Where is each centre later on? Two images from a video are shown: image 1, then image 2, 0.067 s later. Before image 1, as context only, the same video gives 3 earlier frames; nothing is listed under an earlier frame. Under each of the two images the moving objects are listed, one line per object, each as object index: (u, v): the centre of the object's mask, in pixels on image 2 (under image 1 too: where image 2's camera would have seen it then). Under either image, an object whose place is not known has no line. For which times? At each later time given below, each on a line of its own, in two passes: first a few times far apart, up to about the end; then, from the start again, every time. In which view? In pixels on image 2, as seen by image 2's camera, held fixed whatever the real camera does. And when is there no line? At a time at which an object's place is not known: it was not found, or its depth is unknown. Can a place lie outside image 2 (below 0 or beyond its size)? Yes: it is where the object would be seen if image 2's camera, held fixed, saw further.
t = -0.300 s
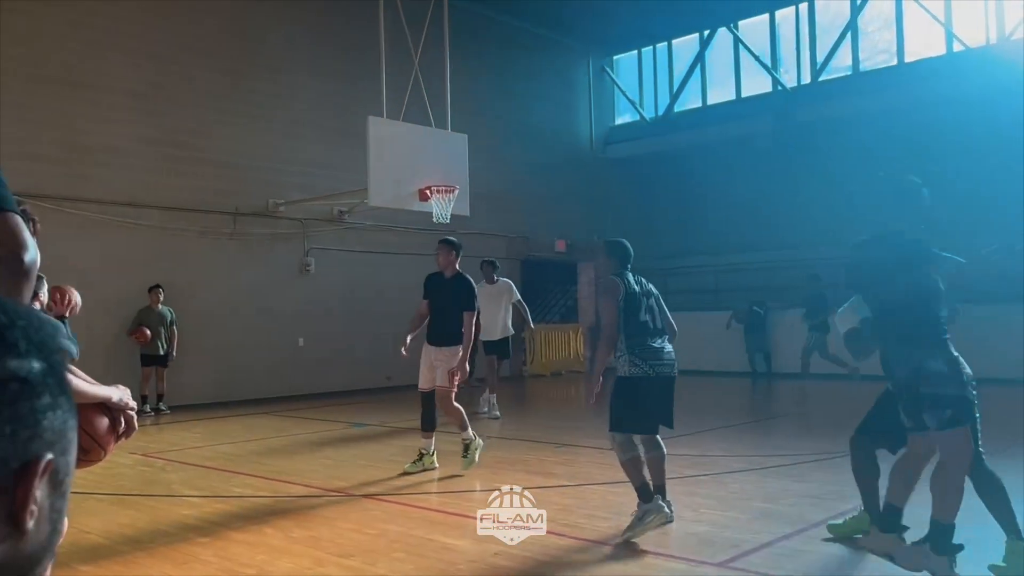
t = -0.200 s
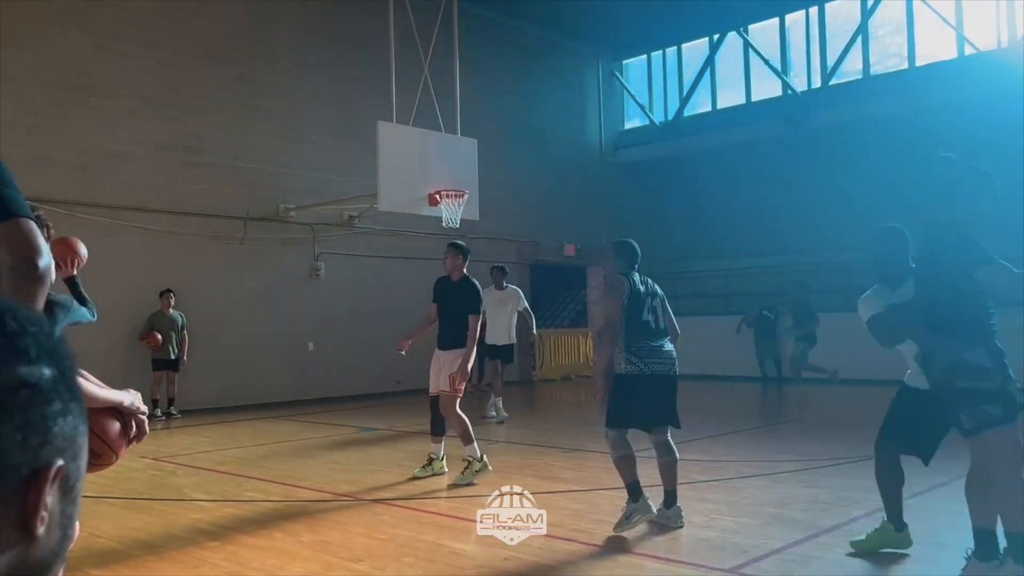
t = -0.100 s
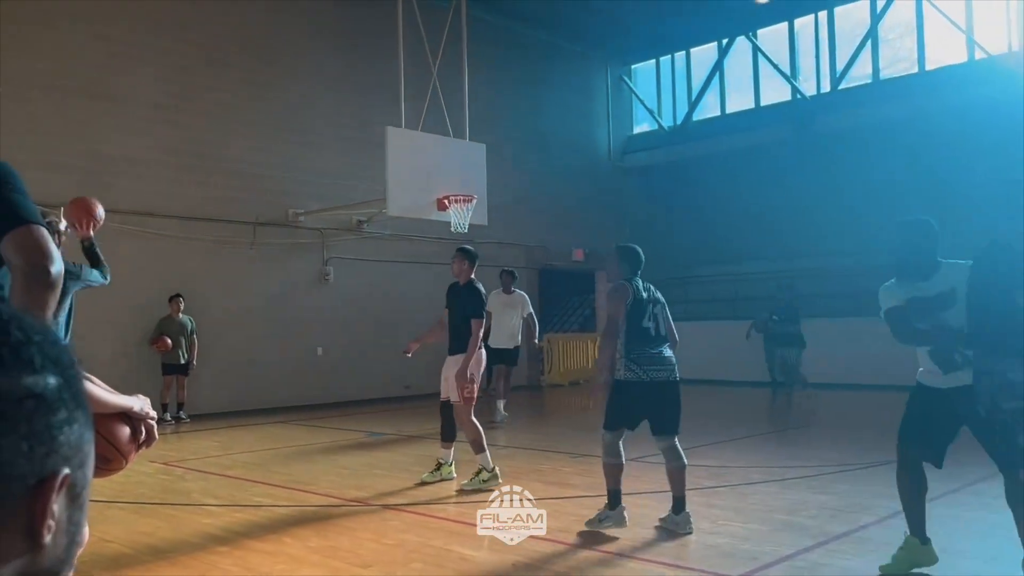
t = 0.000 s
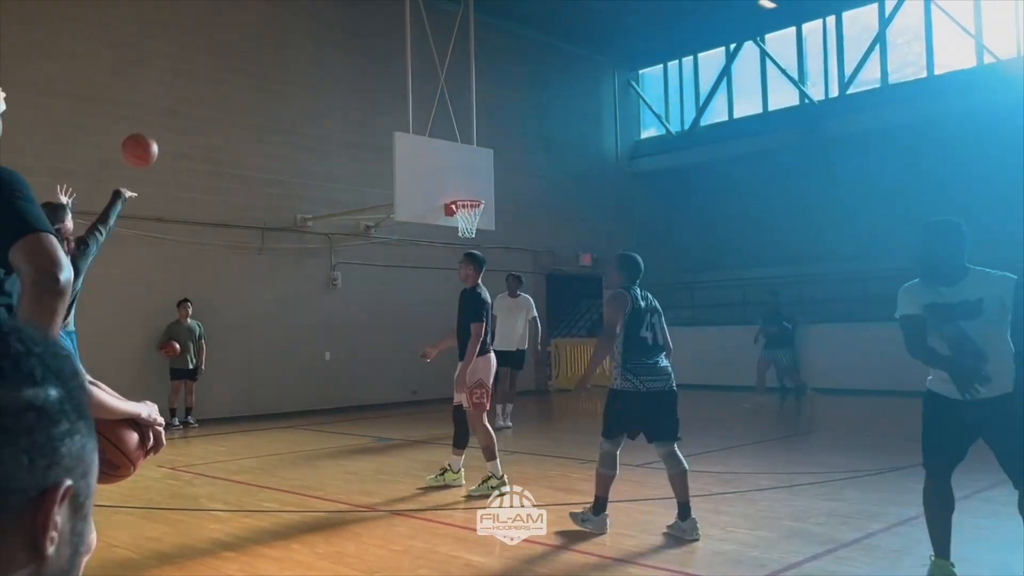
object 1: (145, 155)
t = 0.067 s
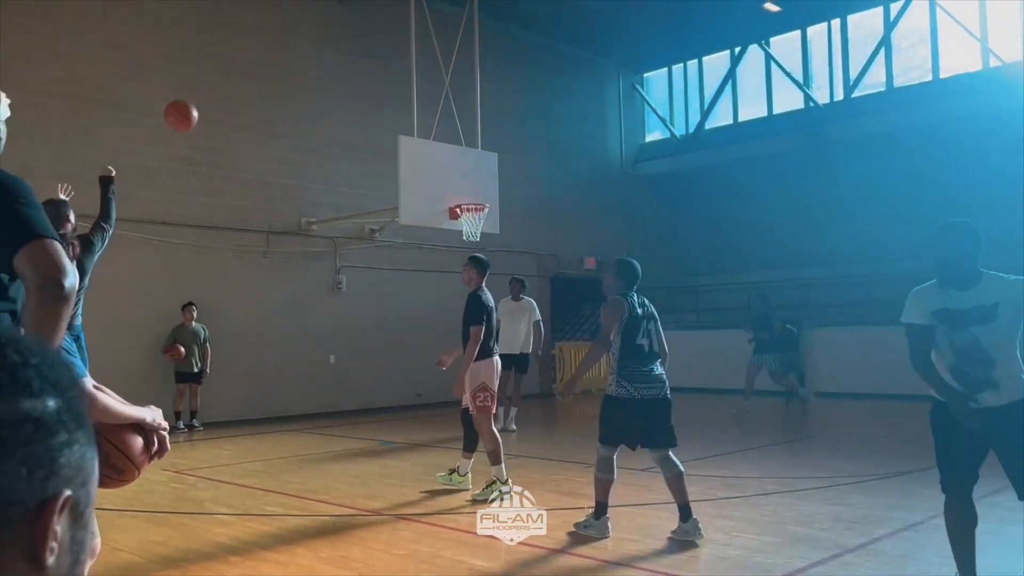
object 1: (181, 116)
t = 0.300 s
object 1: (278, 47)
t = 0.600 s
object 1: (364, 55)
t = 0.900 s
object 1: (427, 125)
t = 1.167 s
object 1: (476, 203)
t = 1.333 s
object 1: (491, 190)
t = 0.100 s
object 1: (197, 100)
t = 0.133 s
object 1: (213, 86)
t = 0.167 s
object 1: (227, 75)
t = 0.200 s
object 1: (241, 66)
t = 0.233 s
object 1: (254, 58)
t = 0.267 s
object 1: (266, 52)
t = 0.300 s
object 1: (278, 47)
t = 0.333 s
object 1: (290, 43)
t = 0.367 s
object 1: (301, 41)
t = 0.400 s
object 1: (311, 41)
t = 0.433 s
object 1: (321, 40)
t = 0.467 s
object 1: (330, 41)
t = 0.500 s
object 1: (339, 43)
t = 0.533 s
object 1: (348, 46)
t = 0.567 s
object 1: (357, 50)
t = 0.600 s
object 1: (364, 55)
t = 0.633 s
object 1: (372, 60)
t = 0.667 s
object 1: (380, 66)
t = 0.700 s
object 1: (388, 72)
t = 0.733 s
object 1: (395, 80)
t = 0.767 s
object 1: (401, 88)
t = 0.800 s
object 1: (408, 96)
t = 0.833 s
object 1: (415, 105)
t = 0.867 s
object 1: (421, 115)
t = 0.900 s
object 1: (427, 125)
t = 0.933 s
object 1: (433, 136)
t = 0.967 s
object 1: (438, 147)
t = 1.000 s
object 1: (444, 158)
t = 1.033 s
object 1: (449, 171)
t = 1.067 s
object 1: (454, 183)
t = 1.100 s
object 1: (459, 196)
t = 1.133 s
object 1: (466, 201)
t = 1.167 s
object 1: (476, 203)
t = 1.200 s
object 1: (480, 200)
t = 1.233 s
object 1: (483, 198)
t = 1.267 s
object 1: (485, 194)
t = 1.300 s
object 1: (488, 192)
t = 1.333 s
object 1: (491, 190)
